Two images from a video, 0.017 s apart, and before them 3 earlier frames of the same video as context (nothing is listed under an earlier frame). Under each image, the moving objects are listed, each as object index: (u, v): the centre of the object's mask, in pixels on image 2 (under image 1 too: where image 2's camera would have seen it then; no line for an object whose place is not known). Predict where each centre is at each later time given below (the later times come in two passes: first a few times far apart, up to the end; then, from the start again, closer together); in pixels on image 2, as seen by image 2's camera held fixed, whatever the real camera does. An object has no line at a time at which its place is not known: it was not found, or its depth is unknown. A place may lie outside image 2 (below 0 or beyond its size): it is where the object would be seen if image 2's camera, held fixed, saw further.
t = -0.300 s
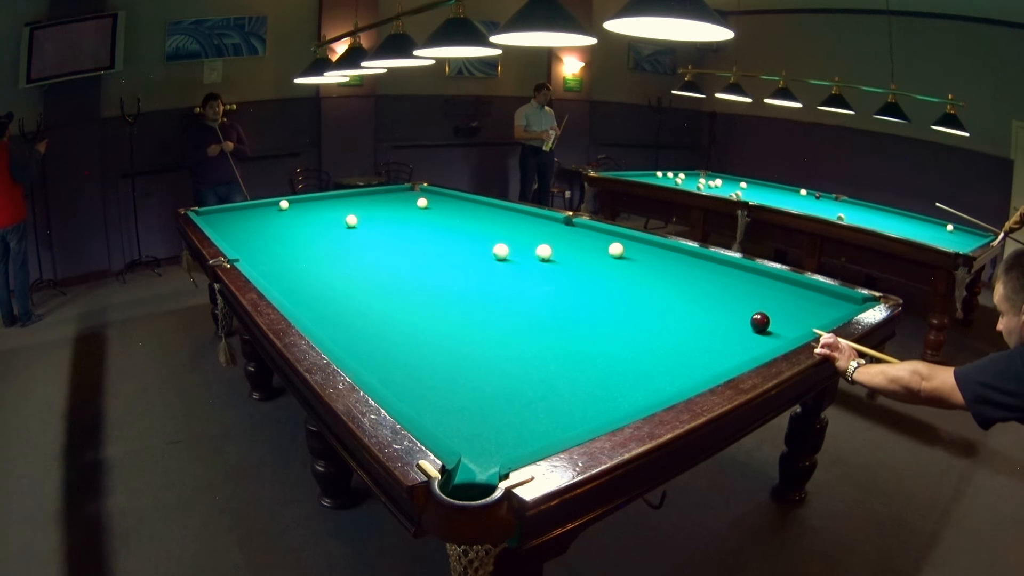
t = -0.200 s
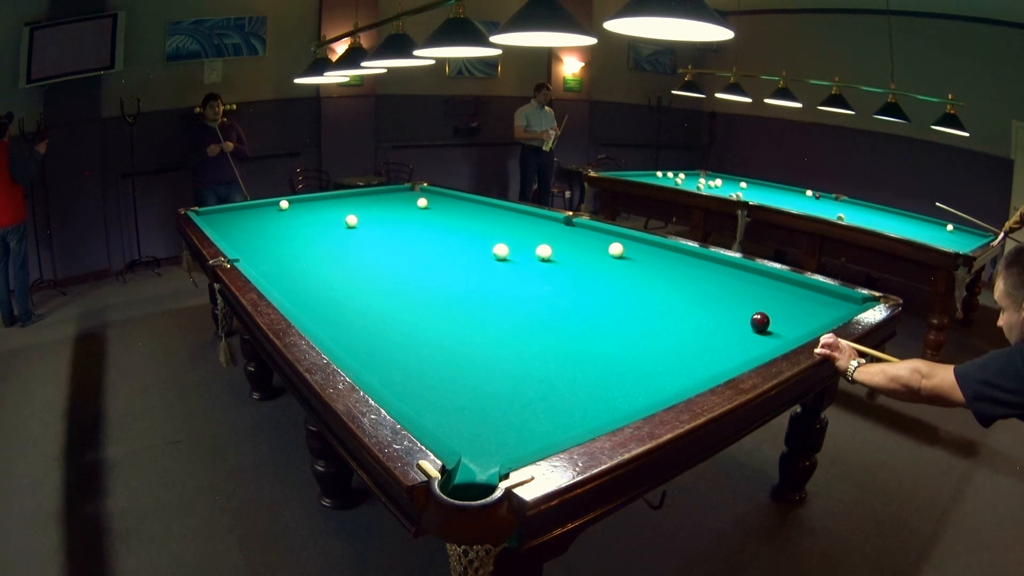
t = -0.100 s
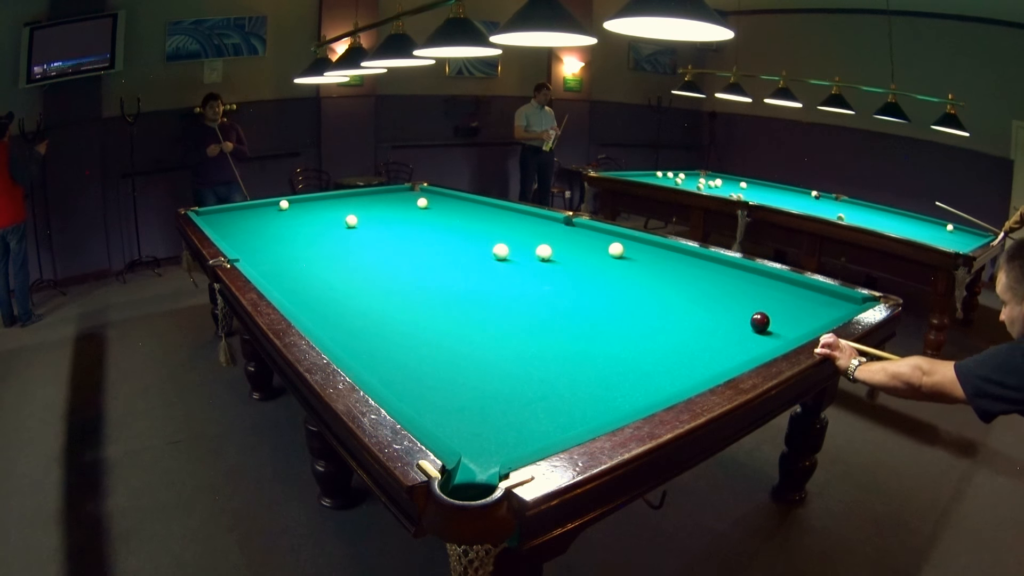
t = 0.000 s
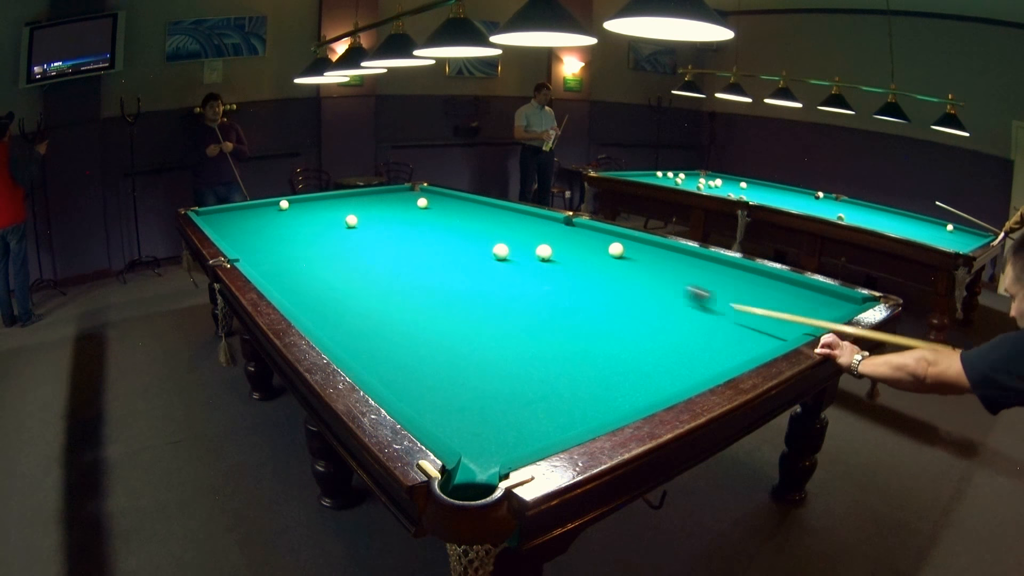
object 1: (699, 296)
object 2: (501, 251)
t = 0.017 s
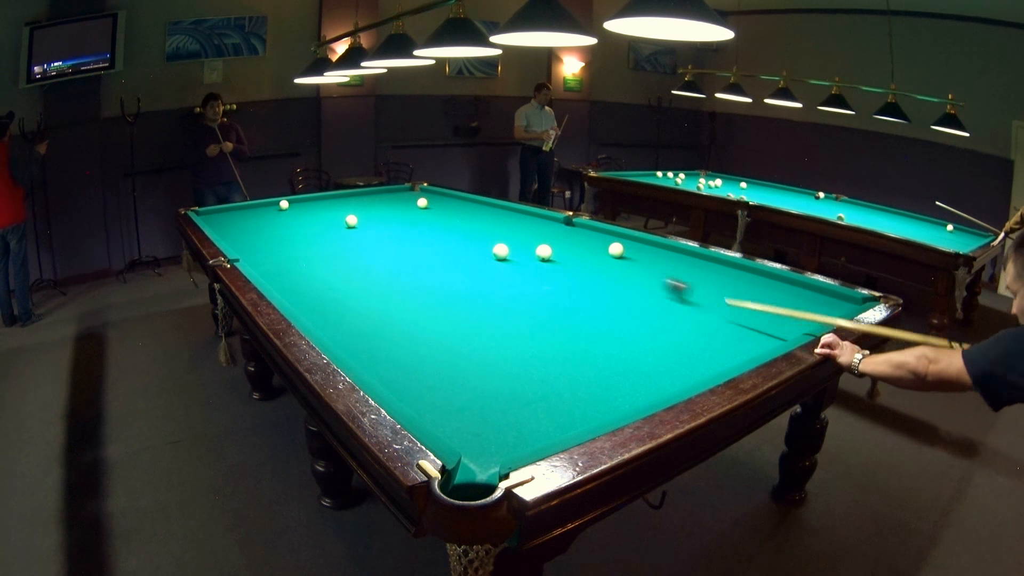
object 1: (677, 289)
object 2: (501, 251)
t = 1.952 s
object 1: (480, 296)
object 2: (501, 251)
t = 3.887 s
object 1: (519, 246)
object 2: (489, 250)
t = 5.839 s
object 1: (474, 209)
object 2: (416, 246)
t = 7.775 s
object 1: (442, 200)
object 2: (403, 245)
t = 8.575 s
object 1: (438, 198)
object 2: (403, 245)
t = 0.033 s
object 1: (656, 281)
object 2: (501, 251)
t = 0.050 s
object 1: (636, 275)
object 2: (501, 251)
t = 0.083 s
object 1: (600, 264)
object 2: (501, 251)
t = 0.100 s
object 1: (584, 258)
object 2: (501, 251)
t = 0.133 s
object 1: (557, 249)
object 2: (501, 251)
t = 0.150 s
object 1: (540, 242)
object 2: (501, 251)
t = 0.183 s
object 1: (517, 237)
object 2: (501, 251)
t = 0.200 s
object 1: (506, 233)
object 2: (501, 251)
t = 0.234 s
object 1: (486, 227)
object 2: (501, 251)
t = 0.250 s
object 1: (476, 223)
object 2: (501, 251)
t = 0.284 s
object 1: (459, 218)
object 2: (501, 251)
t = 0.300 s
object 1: (451, 216)
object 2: (501, 251)
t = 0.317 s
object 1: (444, 213)
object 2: (501, 251)
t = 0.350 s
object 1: (431, 209)
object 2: (501, 251)
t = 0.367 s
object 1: (424, 207)
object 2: (501, 251)
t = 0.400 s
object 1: (408, 204)
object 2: (501, 251)
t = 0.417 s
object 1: (398, 204)
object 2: (501, 251)
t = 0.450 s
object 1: (380, 203)
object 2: (501, 251)
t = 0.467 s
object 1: (371, 203)
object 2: (501, 251)
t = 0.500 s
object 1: (355, 202)
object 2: (501, 251)
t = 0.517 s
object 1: (346, 202)
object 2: (501, 251)
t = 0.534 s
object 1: (338, 201)
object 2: (501, 251)
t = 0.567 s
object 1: (323, 201)
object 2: (501, 251)
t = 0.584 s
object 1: (317, 200)
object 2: (501, 251)
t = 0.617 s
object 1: (303, 199)
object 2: (501, 251)
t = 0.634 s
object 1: (297, 199)
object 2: (501, 251)
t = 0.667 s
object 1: (294, 201)
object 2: (501, 251)
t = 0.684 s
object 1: (294, 202)
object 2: (501, 251)
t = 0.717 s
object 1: (293, 204)
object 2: (501, 251)
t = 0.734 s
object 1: (294, 205)
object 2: (501, 251)
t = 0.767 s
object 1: (298, 206)
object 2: (501, 251)
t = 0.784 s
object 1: (300, 207)
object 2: (501, 251)
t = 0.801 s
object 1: (302, 208)
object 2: (501, 251)
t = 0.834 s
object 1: (307, 209)
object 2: (501, 251)
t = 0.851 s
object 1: (308, 210)
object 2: (501, 251)
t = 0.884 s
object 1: (312, 212)
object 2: (501, 251)
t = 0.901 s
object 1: (314, 212)
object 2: (501, 251)
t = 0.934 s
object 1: (318, 214)
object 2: (501, 251)
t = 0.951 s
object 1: (320, 215)
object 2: (501, 251)
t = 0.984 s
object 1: (323, 217)
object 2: (501, 251)
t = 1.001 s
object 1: (324, 217)
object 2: (501, 251)
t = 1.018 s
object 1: (326, 218)
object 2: (501, 251)
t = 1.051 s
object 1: (329, 220)
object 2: (501, 251)
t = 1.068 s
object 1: (331, 220)
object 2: (501, 251)
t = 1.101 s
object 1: (334, 222)
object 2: (501, 251)
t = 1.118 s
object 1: (336, 223)
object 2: (501, 251)
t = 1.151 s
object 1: (339, 225)
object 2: (501, 251)
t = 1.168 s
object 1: (341, 226)
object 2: (501, 251)
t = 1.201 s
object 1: (344, 227)
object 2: (501, 251)
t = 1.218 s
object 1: (346, 228)
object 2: (501, 251)
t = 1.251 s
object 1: (350, 230)
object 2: (501, 251)
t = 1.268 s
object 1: (353, 231)
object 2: (501, 251)
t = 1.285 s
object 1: (355, 232)
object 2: (501, 251)
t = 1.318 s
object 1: (359, 234)
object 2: (501, 251)
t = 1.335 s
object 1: (361, 235)
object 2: (501, 251)
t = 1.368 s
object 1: (365, 238)
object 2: (501, 251)
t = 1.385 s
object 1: (368, 239)
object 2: (501, 251)
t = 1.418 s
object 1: (372, 241)
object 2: (501, 251)
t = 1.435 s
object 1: (375, 242)
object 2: (501, 251)
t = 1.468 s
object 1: (379, 245)
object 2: (501, 251)
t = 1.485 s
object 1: (382, 246)
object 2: (501, 252)
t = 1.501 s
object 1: (384, 247)
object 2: (501, 251)
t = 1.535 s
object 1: (390, 250)
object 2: (501, 251)
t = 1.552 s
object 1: (393, 252)
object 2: (501, 251)
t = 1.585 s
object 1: (398, 254)
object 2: (501, 251)
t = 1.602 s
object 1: (401, 256)
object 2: (500, 251)
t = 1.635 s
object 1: (407, 259)
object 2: (501, 251)
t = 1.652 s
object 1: (410, 260)
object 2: (501, 251)
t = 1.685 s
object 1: (417, 264)
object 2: (501, 251)
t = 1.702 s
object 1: (420, 265)
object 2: (501, 251)
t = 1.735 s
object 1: (427, 269)
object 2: (501, 251)
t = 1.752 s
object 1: (431, 271)
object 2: (501, 251)
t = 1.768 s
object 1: (434, 272)
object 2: (501, 251)
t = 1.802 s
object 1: (442, 276)
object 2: (501, 251)
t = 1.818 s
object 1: (446, 278)
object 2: (501, 251)
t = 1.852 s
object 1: (454, 282)
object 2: (501, 251)
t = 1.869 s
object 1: (458, 284)
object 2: (501, 251)
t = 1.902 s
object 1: (467, 289)
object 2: (501, 251)
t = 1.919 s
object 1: (471, 291)
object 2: (501, 251)
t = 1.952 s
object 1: (480, 296)
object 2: (501, 251)
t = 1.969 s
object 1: (485, 298)
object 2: (501, 251)
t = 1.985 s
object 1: (490, 301)
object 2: (501, 251)
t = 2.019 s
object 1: (500, 306)
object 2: (501, 251)
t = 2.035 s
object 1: (506, 309)
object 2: (501, 251)
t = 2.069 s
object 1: (517, 314)
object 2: (501, 251)
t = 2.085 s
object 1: (523, 317)
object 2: (501, 251)
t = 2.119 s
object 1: (535, 323)
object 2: (501, 251)
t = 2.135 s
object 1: (541, 326)
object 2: (501, 251)
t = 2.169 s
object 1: (554, 333)
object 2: (501, 251)
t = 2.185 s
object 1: (561, 336)
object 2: (501, 251)
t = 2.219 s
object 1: (575, 343)
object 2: (501, 251)
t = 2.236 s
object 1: (582, 347)
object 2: (501, 251)
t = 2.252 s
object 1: (589, 351)
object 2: (501, 251)
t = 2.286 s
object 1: (605, 358)
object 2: (501, 251)
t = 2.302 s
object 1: (613, 363)
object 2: (501, 251)
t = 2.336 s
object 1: (630, 371)
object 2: (501, 251)
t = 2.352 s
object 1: (638, 375)
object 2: (501, 251)
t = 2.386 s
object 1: (656, 383)
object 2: (501, 251)
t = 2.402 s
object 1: (664, 385)
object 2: (501, 251)
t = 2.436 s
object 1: (658, 382)
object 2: (501, 251)
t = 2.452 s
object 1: (653, 379)
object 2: (501, 251)
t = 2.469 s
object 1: (648, 375)
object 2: (501, 251)
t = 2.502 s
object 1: (640, 368)
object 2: (501, 251)
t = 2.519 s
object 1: (636, 364)
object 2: (501, 251)
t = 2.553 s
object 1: (629, 358)
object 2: (501, 251)
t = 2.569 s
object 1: (625, 355)
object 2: (501, 251)
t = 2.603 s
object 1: (620, 350)
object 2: (501, 251)
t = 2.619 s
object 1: (617, 347)
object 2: (501, 251)
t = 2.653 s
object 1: (612, 343)
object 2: (501, 251)
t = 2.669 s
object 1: (610, 340)
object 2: (501, 251)
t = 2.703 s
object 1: (605, 336)
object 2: (501, 251)
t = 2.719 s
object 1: (602, 334)
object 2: (501, 251)
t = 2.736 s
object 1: (600, 332)
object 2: (501, 251)
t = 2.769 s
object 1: (596, 328)
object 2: (501, 251)
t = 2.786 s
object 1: (594, 325)
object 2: (501, 251)
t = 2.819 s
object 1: (589, 322)
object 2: (501, 251)
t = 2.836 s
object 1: (587, 320)
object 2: (501, 251)
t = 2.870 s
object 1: (583, 316)
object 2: (501, 251)
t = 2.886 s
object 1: (581, 314)
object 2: (501, 251)
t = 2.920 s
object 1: (577, 310)
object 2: (501, 251)
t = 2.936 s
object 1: (576, 309)
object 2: (501, 251)
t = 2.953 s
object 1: (574, 307)
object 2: (501, 251)
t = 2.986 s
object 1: (570, 304)
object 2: (501, 251)
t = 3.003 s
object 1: (569, 302)
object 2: (501, 251)
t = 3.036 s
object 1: (565, 299)
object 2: (501, 251)
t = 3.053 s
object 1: (564, 298)
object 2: (501, 251)
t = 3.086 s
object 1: (560, 294)
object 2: (501, 251)
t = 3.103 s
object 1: (559, 293)
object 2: (501, 251)
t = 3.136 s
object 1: (556, 290)
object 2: (501, 251)
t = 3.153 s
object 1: (554, 289)
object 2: (501, 251)
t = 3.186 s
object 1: (551, 286)
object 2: (501, 251)
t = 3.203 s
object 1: (550, 285)
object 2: (501, 251)
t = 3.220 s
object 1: (548, 284)
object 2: (501, 251)
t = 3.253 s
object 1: (546, 281)
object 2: (501, 251)
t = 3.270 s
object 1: (544, 280)
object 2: (501, 251)
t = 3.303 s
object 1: (542, 277)
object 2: (501, 251)
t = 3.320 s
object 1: (540, 276)
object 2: (501, 251)
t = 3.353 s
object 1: (538, 274)
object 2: (501, 251)
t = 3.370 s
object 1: (537, 273)
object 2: (501, 251)
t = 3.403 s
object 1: (534, 271)
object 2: (501, 251)
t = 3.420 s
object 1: (533, 270)
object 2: (501, 251)
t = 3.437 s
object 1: (532, 268)
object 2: (501, 251)
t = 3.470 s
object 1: (530, 266)
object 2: (500, 251)
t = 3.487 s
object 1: (529, 265)
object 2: (500, 251)
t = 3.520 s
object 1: (527, 263)
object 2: (500, 251)
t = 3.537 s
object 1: (525, 262)
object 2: (501, 251)
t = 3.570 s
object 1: (523, 260)
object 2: (501, 251)
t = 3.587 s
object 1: (522, 259)
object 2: (501, 251)
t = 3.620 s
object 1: (520, 258)
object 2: (501, 251)
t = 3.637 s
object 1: (520, 257)
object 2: (501, 251)
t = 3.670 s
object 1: (518, 255)
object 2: (500, 251)
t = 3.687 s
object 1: (517, 254)
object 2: (500, 251)
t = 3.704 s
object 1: (516, 253)
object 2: (500, 251)
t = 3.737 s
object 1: (517, 252)
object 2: (498, 251)
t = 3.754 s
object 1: (517, 251)
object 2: (497, 251)
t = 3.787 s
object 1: (518, 250)
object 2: (495, 251)
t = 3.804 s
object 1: (518, 249)
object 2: (494, 251)
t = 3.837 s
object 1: (518, 247)
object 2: (492, 251)
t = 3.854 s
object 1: (518, 247)
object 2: (491, 251)
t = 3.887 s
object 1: (519, 246)
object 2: (489, 250)
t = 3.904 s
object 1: (519, 245)
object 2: (488, 250)
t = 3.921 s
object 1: (519, 244)
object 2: (487, 250)
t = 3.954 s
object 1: (519, 243)
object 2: (486, 250)
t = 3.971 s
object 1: (520, 242)
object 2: (485, 250)
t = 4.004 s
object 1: (520, 241)
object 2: (483, 250)
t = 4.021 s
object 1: (520, 240)
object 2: (482, 250)
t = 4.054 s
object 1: (521, 239)
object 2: (480, 250)
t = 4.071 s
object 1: (521, 239)
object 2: (479, 250)
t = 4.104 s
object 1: (521, 238)
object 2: (478, 250)
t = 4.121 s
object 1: (521, 237)
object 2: (477, 250)
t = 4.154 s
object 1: (522, 236)
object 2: (475, 249)
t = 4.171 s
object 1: (522, 235)
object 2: (474, 249)
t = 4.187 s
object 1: (522, 235)
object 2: (474, 249)
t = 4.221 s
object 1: (522, 234)
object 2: (472, 249)
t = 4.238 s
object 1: (522, 233)
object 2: (471, 249)
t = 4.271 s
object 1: (523, 232)
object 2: (469, 249)
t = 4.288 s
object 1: (523, 232)
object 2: (469, 249)
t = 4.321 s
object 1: (523, 231)
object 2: (467, 249)
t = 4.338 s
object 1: (523, 230)
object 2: (466, 249)
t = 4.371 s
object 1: (523, 229)
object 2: (465, 249)
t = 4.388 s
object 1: (524, 229)
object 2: (464, 249)
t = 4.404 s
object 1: (524, 228)
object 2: (463, 249)
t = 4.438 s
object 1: (524, 227)
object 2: (462, 248)
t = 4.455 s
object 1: (524, 227)
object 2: (461, 248)
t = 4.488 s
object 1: (525, 226)
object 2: (459, 248)
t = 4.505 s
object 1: (525, 226)
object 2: (459, 248)
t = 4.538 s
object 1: (525, 225)
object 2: (457, 248)
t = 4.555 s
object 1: (525, 224)
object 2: (456, 248)
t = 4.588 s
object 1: (525, 223)
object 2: (455, 248)
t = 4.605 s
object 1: (525, 223)
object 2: (454, 248)
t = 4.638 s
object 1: (526, 222)
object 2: (453, 248)
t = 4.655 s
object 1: (526, 222)
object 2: (452, 248)
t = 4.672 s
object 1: (526, 221)
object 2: (452, 248)
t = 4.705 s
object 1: (526, 220)
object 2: (450, 248)
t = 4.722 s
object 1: (526, 220)
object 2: (450, 248)
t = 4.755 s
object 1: (526, 219)
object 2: (448, 247)
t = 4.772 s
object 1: (527, 219)
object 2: (448, 247)
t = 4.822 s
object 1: (527, 218)
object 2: (446, 247)
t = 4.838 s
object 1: (527, 218)
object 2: (445, 247)
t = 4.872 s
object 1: (527, 217)
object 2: (444, 247)
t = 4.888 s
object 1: (527, 217)
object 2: (443, 247)
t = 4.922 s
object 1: (527, 216)
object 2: (442, 247)
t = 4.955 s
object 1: (528, 215)
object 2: (441, 247)
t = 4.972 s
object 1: (528, 215)
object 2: (440, 247)
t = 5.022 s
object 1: (528, 214)
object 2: (439, 247)
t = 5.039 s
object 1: (528, 213)
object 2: (438, 247)
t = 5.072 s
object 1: (528, 213)
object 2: (437, 247)
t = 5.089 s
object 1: (527, 212)
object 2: (437, 247)
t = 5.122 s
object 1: (524, 212)
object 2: (435, 247)
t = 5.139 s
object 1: (522, 212)
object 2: (435, 247)
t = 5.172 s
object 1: (520, 212)
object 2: (434, 247)
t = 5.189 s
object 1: (519, 212)
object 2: (433, 247)
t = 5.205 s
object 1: (517, 212)
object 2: (433, 247)
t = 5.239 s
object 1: (515, 212)
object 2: (431, 246)
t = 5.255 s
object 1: (514, 212)
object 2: (431, 246)
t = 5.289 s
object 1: (511, 212)
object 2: (430, 246)
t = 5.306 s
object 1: (510, 212)
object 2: (429, 246)
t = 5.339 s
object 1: (507, 211)
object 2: (429, 246)
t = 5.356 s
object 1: (507, 211)
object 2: (428, 246)
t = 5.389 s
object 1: (504, 211)
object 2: (427, 246)
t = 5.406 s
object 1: (503, 211)
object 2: (427, 246)
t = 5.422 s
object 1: (501, 211)
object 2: (426, 246)
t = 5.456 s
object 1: (499, 211)
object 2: (425, 246)
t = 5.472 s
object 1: (498, 211)
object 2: (425, 246)
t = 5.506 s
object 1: (496, 211)
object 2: (424, 246)
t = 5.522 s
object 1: (494, 211)
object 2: (423, 246)
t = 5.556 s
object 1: (492, 210)
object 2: (423, 246)
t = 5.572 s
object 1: (491, 210)
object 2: (422, 246)
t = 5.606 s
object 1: (489, 210)
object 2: (421, 246)
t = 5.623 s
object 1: (488, 210)
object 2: (421, 246)
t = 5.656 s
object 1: (486, 210)
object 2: (420, 246)
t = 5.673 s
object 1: (484, 210)
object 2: (420, 246)
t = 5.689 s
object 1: (483, 210)
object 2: (419, 246)
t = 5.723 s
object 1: (481, 210)
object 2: (419, 246)
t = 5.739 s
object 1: (480, 210)
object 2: (418, 246)
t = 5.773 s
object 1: (478, 209)
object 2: (417, 246)
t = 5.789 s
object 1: (477, 209)
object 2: (417, 246)
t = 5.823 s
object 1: (475, 209)
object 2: (416, 246)
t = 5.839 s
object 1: (474, 209)
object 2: (416, 246)
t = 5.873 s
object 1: (471, 209)
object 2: (415, 246)
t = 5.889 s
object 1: (470, 209)
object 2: (415, 246)
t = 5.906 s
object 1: (469, 209)
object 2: (415, 246)
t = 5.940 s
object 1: (467, 209)
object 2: (414, 245)
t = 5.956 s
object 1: (466, 209)
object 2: (414, 246)
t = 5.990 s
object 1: (464, 209)
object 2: (413, 245)
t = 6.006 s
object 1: (463, 208)
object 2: (413, 245)
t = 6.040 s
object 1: (461, 208)
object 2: (412, 245)
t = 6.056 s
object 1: (460, 208)
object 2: (412, 245)
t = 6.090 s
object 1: (458, 208)
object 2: (411, 245)
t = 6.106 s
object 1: (457, 208)
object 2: (411, 245)
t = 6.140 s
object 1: (456, 208)
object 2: (410, 245)
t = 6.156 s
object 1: (456, 208)
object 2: (410, 245)
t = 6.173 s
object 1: (456, 208)
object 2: (410, 245)
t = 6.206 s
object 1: (455, 207)
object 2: (409, 245)
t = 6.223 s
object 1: (455, 207)
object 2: (409, 245)
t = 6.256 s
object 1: (455, 207)
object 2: (409, 245)
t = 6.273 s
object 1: (455, 207)
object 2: (408, 245)
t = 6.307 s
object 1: (454, 207)
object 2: (408, 245)
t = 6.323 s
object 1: (454, 207)
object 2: (408, 245)
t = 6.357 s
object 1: (454, 207)
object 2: (407, 245)
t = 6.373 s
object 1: (454, 206)
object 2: (407, 245)
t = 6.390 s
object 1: (453, 206)
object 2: (407, 245)
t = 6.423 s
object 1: (453, 206)
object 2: (407, 245)
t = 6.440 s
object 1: (453, 206)
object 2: (406, 245)
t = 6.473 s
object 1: (452, 206)
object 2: (406, 245)
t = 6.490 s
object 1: (452, 206)
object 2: (406, 245)
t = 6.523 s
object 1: (452, 205)
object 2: (405, 245)
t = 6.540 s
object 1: (452, 205)
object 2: (405, 245)
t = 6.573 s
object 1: (451, 205)
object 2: (405, 245)
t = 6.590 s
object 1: (451, 205)
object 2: (405, 245)
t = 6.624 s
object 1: (451, 205)
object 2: (405, 245)
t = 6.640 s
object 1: (451, 205)
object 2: (404, 245)
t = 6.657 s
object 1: (451, 205)
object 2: (404, 245)
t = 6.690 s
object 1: (450, 205)
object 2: (404, 245)
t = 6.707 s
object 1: (450, 205)
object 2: (404, 245)
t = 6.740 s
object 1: (450, 204)
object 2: (404, 245)
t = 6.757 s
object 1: (450, 204)
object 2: (404, 245)
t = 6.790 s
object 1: (449, 204)
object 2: (404, 245)
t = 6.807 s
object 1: (449, 204)
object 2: (403, 245)
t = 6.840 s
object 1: (449, 204)
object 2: (403, 245)
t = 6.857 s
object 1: (449, 204)
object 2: (403, 245)
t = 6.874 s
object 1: (449, 204)
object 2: (403, 245)
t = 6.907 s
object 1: (448, 204)
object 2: (403, 245)
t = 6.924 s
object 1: (448, 204)
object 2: (403, 245)
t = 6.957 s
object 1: (448, 203)
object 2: (403, 245)
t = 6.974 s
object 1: (448, 203)
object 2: (403, 245)
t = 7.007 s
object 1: (447, 203)
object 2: (403, 245)
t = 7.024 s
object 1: (447, 203)
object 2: (403, 245)
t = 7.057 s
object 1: (447, 203)
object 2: (403, 245)
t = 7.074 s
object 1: (447, 203)
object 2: (403, 245)
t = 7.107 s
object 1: (447, 203)
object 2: (403, 245)
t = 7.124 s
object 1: (447, 203)
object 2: (403, 245)
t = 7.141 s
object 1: (446, 203)
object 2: (403, 245)
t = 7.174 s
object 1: (446, 202)
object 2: (403, 245)
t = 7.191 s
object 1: (446, 202)
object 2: (403, 245)
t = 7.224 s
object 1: (446, 202)
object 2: (403, 245)
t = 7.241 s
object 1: (446, 202)
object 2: (403, 245)
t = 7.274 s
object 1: (446, 202)
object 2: (403, 245)
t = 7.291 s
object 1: (446, 202)
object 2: (403, 245)
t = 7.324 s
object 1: (445, 202)
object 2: (403, 245)
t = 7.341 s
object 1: (445, 201)
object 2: (403, 245)
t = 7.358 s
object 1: (445, 201)
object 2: (403, 245)
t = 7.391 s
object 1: (445, 201)
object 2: (403, 245)
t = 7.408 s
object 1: (445, 201)
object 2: (403, 245)
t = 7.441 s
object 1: (444, 201)
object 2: (403, 245)
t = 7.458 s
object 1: (444, 201)
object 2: (403, 245)
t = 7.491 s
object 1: (444, 201)
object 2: (403, 245)
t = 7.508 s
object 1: (444, 201)
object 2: (403, 245)
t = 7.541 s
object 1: (444, 201)
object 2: (403, 245)
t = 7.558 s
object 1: (444, 201)
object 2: (403, 245)
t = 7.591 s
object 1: (443, 201)
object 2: (403, 245)
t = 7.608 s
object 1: (443, 201)
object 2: (403, 245)
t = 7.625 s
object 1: (443, 200)
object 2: (403, 245)
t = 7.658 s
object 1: (443, 200)
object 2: (403, 245)
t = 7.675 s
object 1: (443, 200)
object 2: (403, 245)
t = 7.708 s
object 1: (442, 200)
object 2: (403, 245)
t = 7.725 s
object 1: (442, 200)
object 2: (403, 245)
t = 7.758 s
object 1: (442, 200)
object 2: (403, 245)
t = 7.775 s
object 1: (442, 200)
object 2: (403, 245)
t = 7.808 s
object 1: (442, 200)
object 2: (403, 245)
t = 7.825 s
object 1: (442, 200)
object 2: (403, 245)
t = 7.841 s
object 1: (442, 200)
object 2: (403, 245)
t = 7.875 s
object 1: (441, 200)
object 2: (403, 245)
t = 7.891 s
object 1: (441, 200)
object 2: (403, 245)
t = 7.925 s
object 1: (441, 200)
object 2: (403, 245)
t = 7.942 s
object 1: (441, 200)
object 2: (403, 245)
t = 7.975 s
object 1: (441, 200)
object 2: (403, 245)
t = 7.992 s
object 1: (441, 200)
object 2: (403, 245)
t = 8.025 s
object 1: (441, 199)
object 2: (403, 245)
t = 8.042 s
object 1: (440, 199)
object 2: (403, 245)
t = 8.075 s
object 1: (440, 199)
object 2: (403, 245)
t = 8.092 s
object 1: (440, 199)
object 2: (403, 245)
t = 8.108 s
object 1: (440, 199)
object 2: (403, 245)
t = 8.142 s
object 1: (440, 199)
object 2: (403, 245)
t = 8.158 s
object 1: (440, 199)
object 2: (403, 245)
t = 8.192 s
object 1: (439, 199)
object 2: (403, 245)
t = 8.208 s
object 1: (439, 199)
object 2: (403, 245)
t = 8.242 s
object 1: (439, 199)
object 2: (403, 245)
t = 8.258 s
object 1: (439, 199)
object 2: (403, 245)
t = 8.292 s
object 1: (439, 199)
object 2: (403, 245)
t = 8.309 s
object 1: (439, 199)
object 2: (403, 245)
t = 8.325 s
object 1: (439, 199)
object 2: (403, 245)
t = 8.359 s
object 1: (439, 199)
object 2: (403, 245)
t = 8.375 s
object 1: (439, 199)
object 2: (403, 245)
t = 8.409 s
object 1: (438, 199)
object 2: (403, 245)
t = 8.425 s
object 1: (438, 199)
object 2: (403, 245)
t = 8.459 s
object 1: (438, 199)
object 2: (403, 245)
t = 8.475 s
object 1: (438, 198)
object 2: (403, 245)
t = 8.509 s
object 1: (438, 199)
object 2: (403, 245)
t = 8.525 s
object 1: (438, 198)
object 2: (403, 244)
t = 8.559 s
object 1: (438, 198)
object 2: (403, 245)
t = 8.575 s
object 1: (438, 198)
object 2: (403, 245)
